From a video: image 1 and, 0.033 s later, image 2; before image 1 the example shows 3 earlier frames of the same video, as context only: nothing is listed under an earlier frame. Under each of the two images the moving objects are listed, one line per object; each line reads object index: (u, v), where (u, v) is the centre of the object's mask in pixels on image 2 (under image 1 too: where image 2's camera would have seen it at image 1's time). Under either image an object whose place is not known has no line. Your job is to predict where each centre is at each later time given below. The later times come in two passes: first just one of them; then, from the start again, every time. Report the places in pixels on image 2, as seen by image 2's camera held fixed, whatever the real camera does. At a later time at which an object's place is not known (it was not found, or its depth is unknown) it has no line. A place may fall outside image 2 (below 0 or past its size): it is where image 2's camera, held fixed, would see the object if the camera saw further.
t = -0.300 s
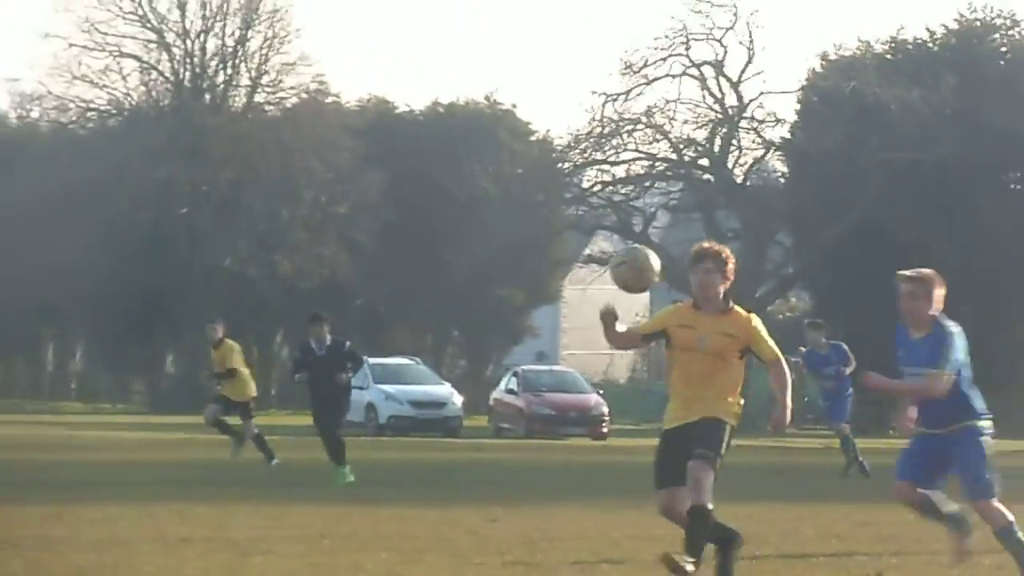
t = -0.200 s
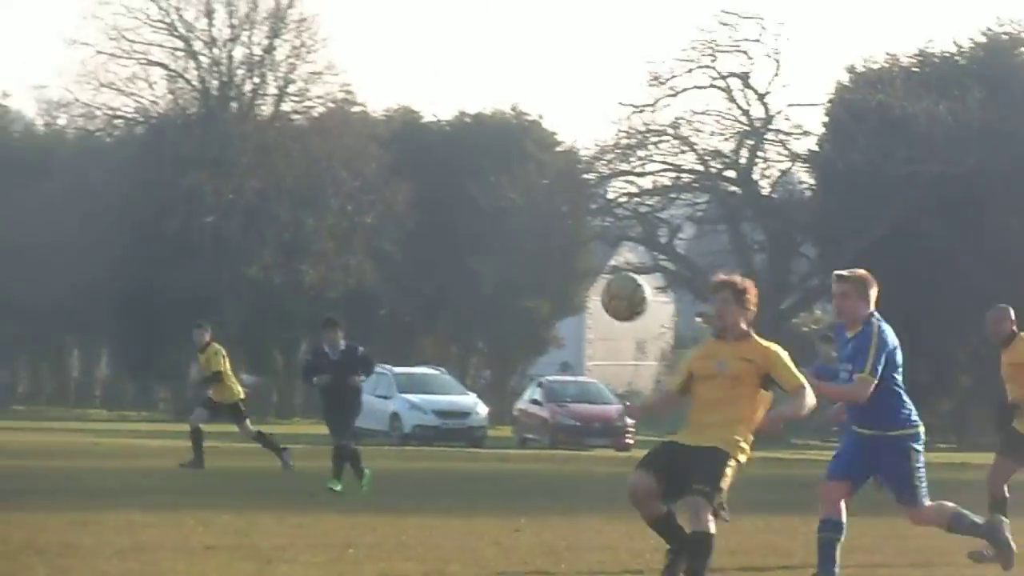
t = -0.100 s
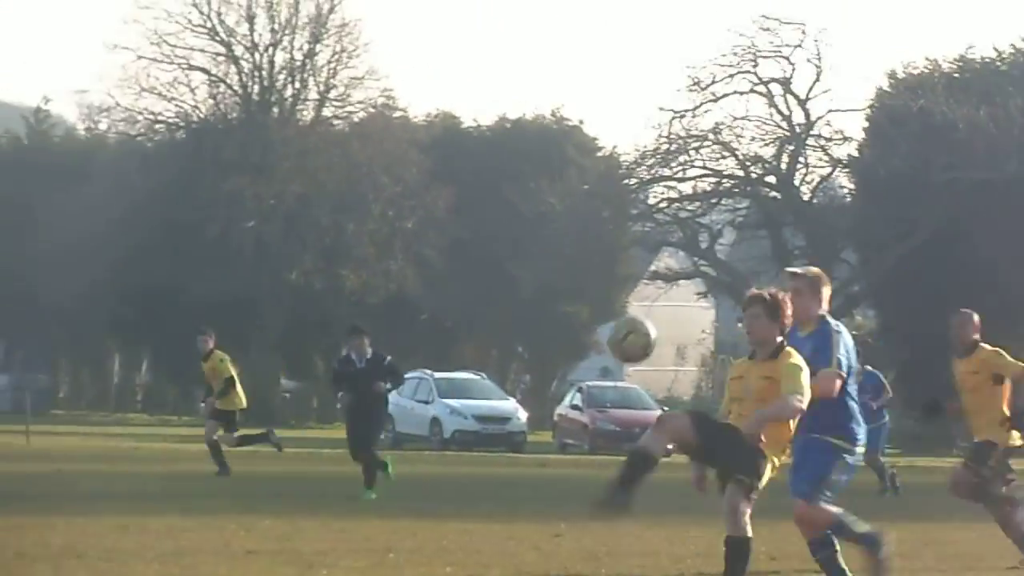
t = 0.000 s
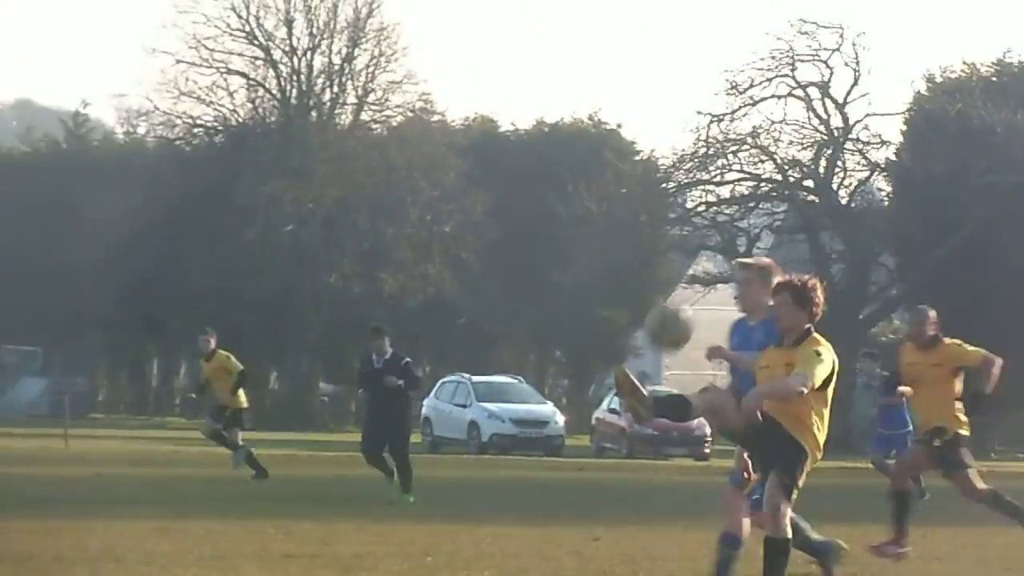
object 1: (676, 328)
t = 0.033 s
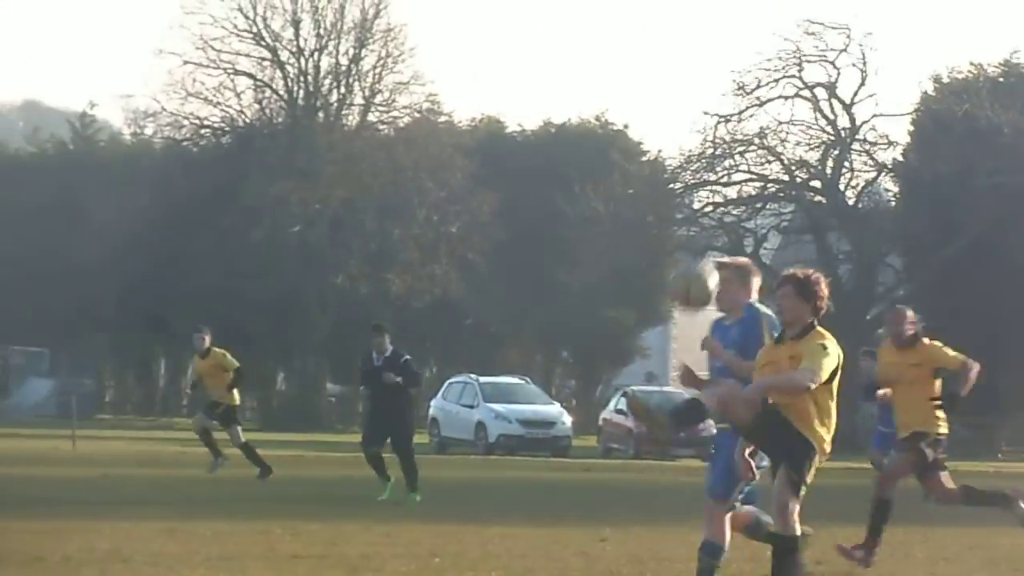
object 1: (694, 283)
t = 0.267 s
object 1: (805, 72)
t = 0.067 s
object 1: (711, 246)
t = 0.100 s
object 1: (727, 212)
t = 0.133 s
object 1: (744, 179)
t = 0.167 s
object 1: (758, 148)
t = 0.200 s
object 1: (774, 120)
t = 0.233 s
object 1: (790, 95)
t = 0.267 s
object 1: (805, 72)
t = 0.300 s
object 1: (820, 52)
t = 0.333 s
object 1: (834, 35)
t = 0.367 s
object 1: (850, 19)
